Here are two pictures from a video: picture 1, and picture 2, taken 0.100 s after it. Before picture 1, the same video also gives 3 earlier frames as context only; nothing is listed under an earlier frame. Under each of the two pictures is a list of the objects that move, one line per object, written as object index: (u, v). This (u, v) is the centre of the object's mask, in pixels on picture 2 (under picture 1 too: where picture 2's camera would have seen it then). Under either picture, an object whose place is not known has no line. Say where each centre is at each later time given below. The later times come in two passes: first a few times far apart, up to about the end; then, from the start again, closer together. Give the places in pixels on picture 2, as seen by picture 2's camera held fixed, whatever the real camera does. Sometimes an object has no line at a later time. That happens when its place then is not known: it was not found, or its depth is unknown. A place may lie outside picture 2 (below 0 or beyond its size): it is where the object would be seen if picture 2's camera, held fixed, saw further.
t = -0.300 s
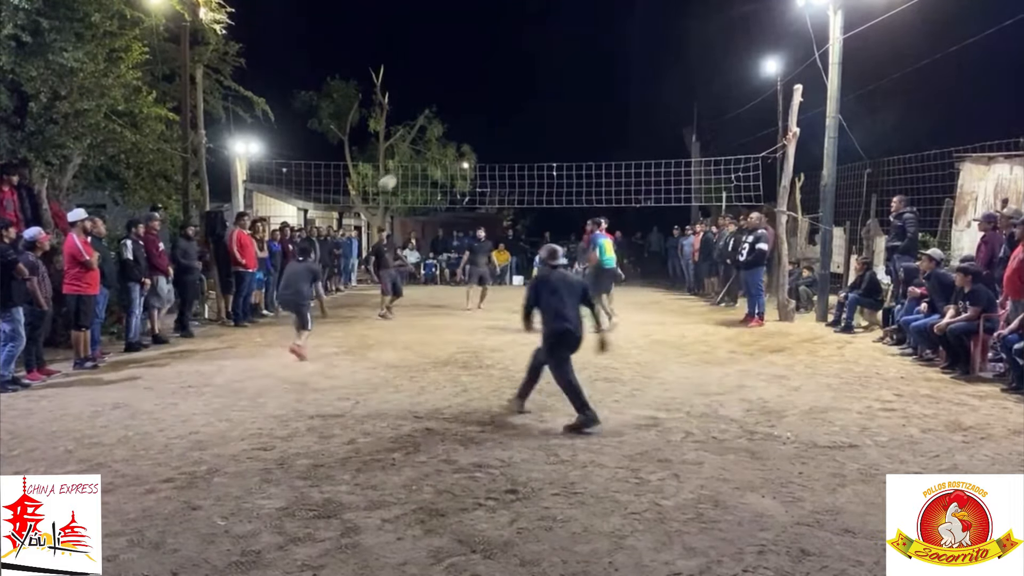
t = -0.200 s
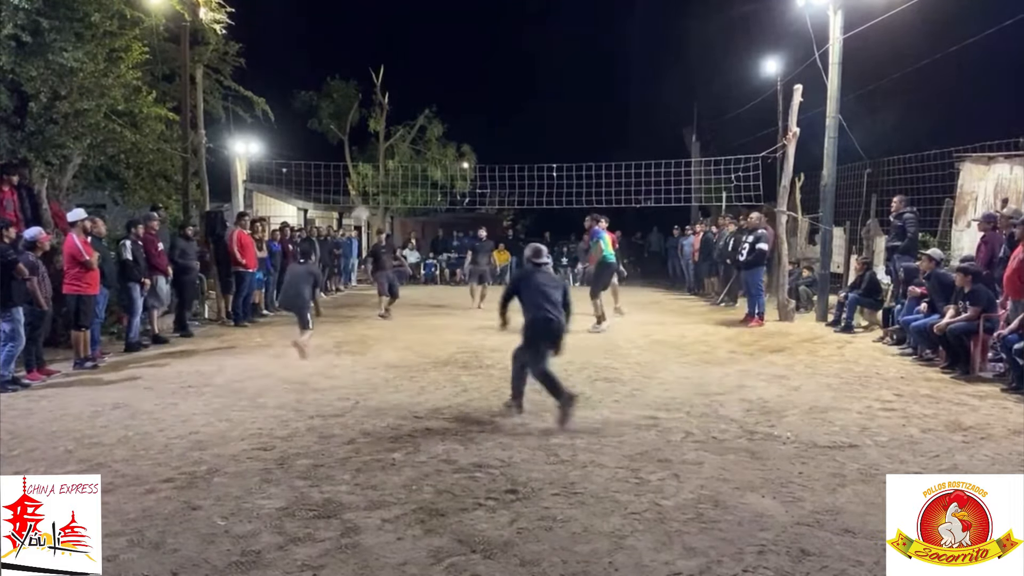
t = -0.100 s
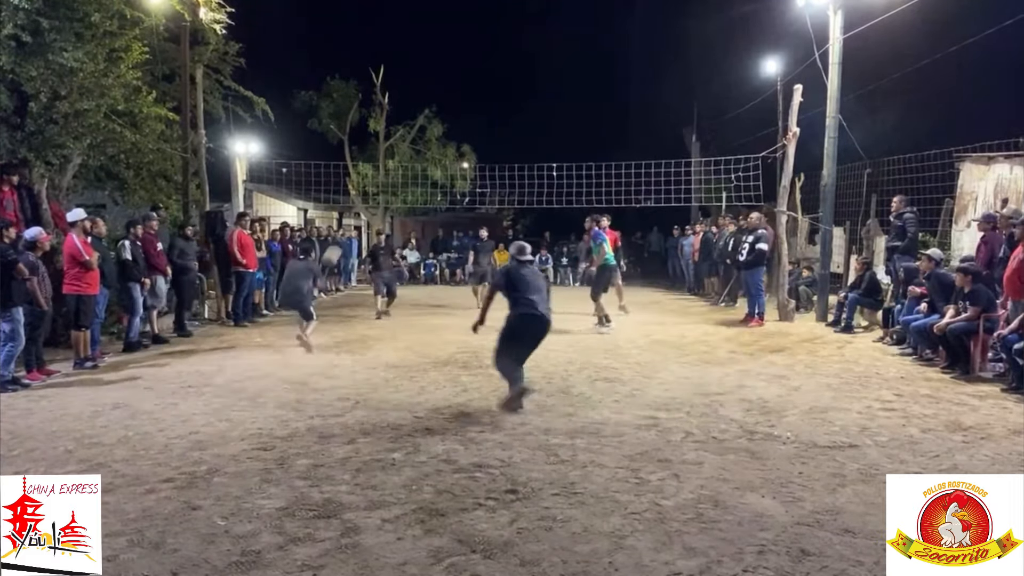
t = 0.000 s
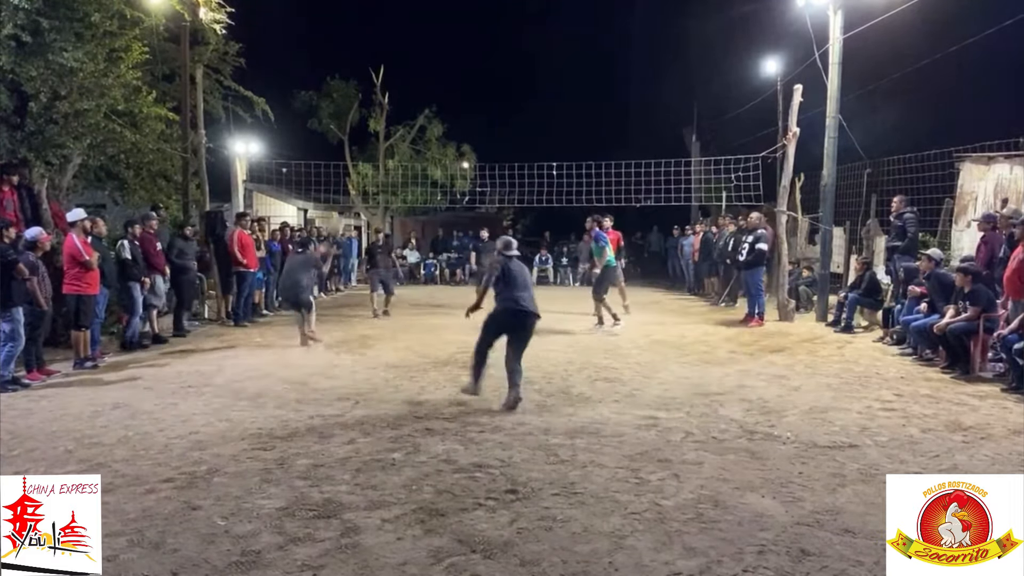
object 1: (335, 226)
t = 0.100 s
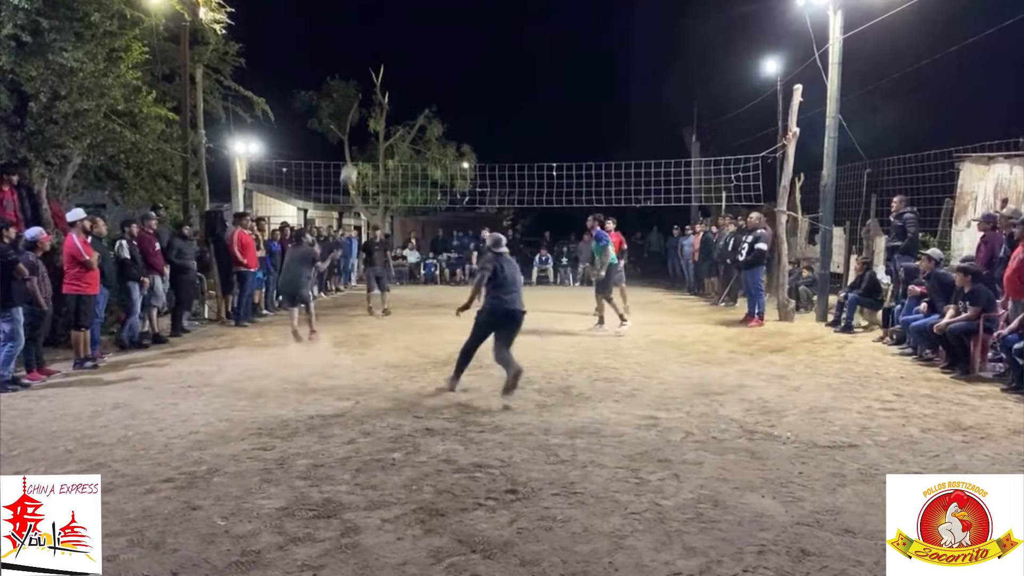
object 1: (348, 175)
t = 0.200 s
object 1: (361, 131)
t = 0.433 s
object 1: (394, 51)
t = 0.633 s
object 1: (424, 13)
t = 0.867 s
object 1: (463, 9)
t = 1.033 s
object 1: (492, 34)
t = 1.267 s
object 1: (534, 113)
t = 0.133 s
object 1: (353, 159)
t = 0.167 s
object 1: (357, 145)
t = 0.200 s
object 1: (361, 131)
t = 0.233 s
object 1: (366, 117)
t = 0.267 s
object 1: (370, 104)
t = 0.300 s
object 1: (375, 93)
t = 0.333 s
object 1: (379, 81)
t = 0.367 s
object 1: (384, 70)
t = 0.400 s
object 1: (389, 60)
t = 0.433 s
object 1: (394, 51)
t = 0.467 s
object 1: (399, 43)
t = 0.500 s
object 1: (404, 35)
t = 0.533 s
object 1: (409, 29)
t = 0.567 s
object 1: (414, 23)
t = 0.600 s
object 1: (419, 18)
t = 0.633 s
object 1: (424, 13)
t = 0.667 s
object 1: (430, 9)
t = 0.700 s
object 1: (435, 8)
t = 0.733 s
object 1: (441, 7)
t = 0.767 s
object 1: (446, 7)
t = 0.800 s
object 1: (452, 7)
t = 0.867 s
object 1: (463, 9)
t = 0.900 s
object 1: (469, 11)
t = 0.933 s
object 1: (474, 15)
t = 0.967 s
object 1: (480, 21)
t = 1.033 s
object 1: (492, 34)
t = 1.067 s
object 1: (498, 42)
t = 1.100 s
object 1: (504, 51)
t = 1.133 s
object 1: (510, 62)
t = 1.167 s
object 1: (515, 73)
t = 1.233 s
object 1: (527, 98)
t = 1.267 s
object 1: (534, 113)
